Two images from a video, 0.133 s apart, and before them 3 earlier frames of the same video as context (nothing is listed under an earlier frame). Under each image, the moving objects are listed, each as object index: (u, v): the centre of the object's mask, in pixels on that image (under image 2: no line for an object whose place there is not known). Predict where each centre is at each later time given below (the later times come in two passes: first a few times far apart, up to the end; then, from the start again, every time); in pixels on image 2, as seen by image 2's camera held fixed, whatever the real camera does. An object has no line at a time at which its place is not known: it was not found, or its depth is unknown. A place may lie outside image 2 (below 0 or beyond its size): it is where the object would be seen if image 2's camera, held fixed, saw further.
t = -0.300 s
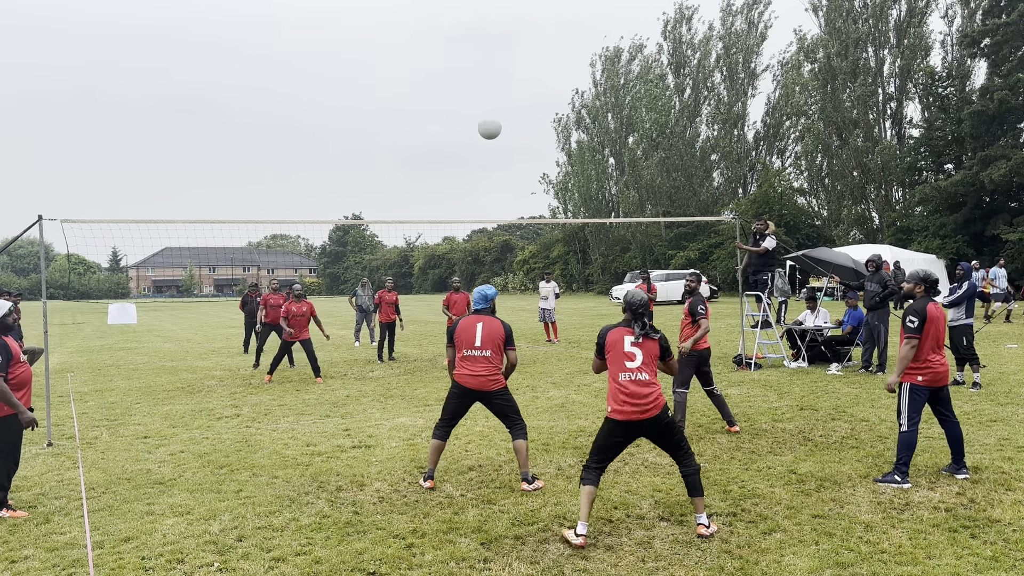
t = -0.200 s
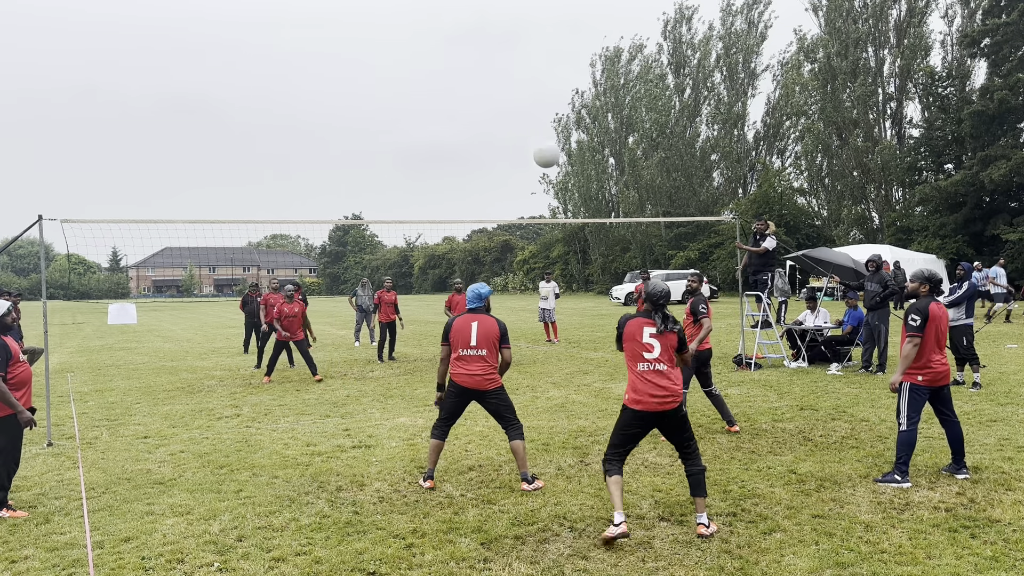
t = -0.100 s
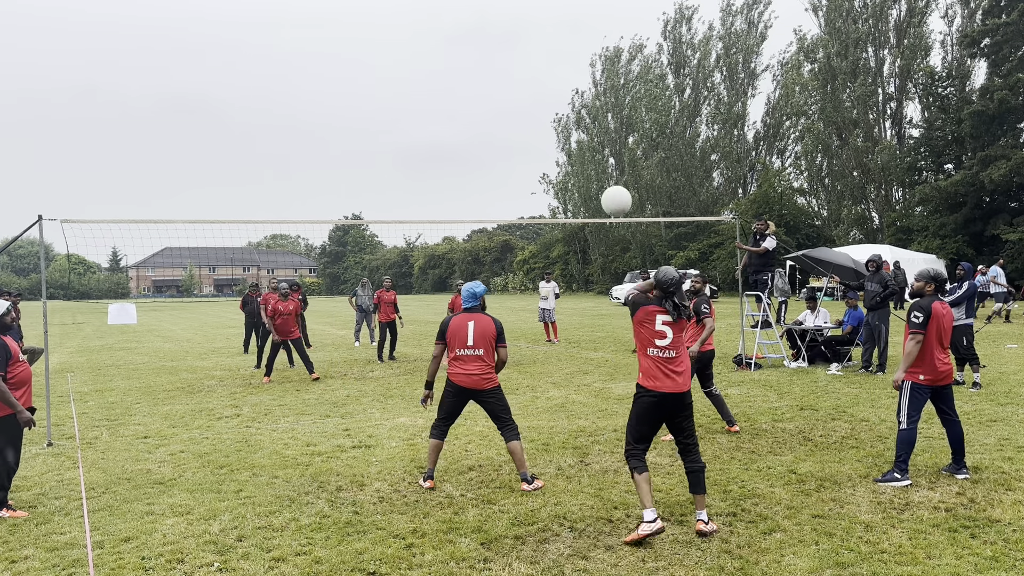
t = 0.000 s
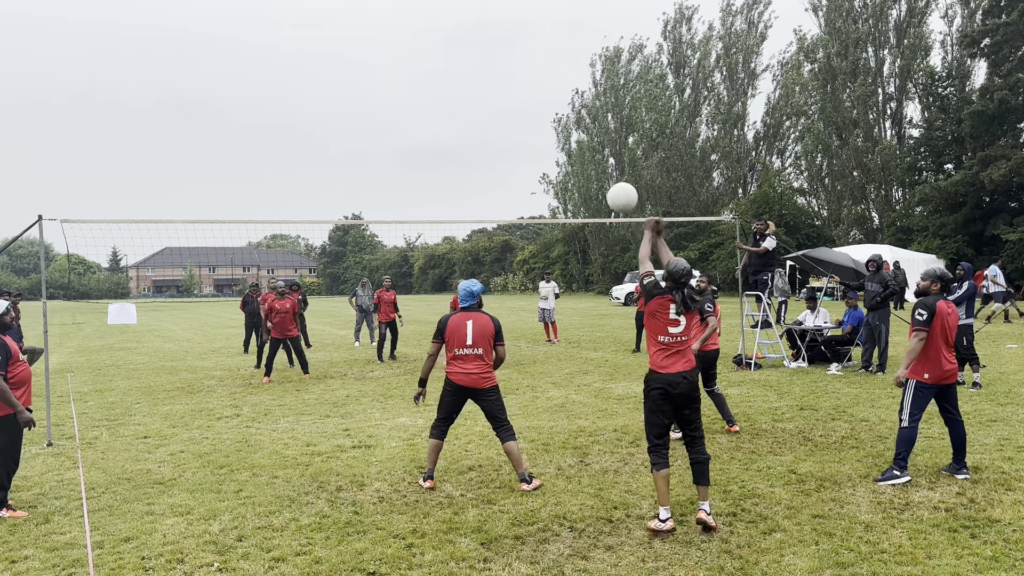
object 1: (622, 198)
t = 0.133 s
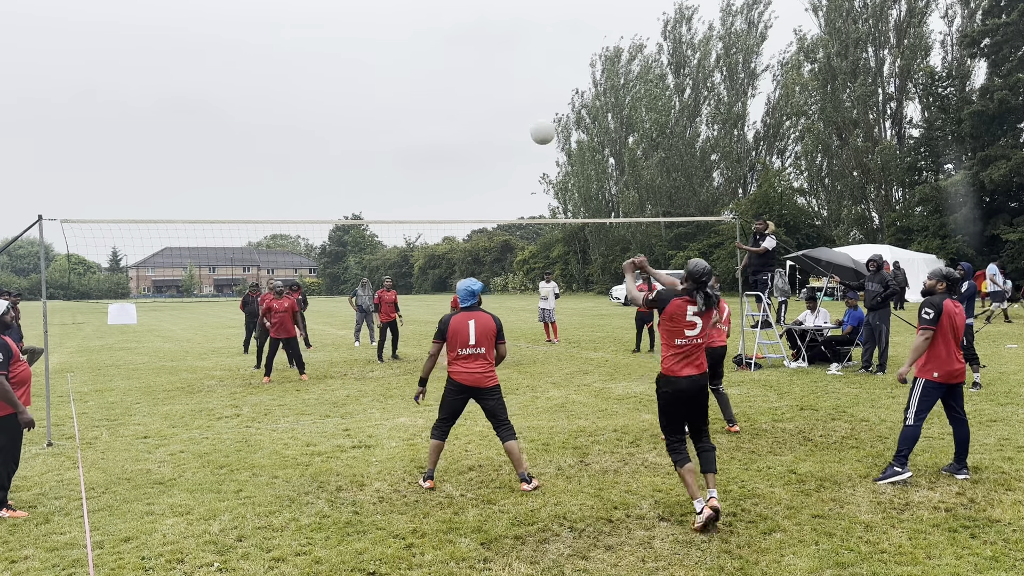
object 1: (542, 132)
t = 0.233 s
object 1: (499, 110)
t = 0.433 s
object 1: (435, 104)
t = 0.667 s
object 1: (386, 139)
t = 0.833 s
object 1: (361, 179)
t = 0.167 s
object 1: (526, 123)
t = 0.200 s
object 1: (512, 115)
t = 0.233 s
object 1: (499, 110)
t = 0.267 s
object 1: (486, 105)
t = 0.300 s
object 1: (474, 103)
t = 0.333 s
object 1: (463, 102)
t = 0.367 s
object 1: (453, 102)
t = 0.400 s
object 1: (444, 102)
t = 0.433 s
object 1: (435, 104)
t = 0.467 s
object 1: (427, 107)
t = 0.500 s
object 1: (419, 110)
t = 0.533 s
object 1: (411, 115)
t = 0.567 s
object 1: (404, 120)
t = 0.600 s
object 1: (398, 126)
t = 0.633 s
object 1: (392, 132)
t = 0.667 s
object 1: (386, 139)
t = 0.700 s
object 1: (381, 146)
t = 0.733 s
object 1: (376, 154)
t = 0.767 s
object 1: (370, 161)
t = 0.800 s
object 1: (366, 170)
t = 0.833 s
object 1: (361, 179)
